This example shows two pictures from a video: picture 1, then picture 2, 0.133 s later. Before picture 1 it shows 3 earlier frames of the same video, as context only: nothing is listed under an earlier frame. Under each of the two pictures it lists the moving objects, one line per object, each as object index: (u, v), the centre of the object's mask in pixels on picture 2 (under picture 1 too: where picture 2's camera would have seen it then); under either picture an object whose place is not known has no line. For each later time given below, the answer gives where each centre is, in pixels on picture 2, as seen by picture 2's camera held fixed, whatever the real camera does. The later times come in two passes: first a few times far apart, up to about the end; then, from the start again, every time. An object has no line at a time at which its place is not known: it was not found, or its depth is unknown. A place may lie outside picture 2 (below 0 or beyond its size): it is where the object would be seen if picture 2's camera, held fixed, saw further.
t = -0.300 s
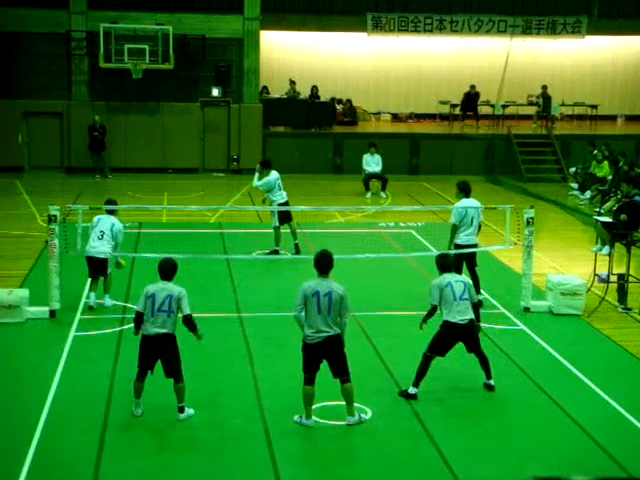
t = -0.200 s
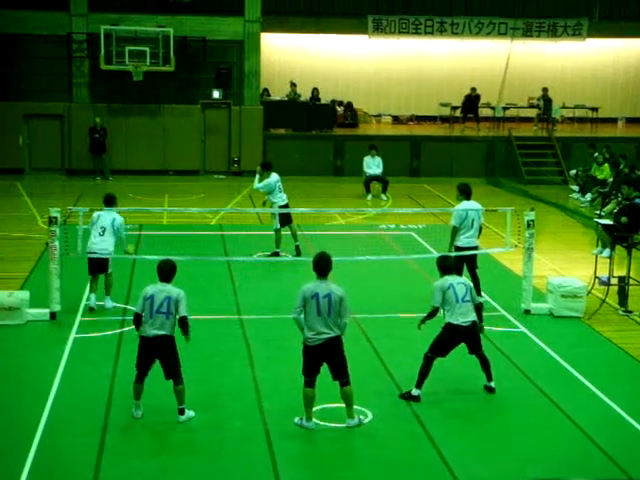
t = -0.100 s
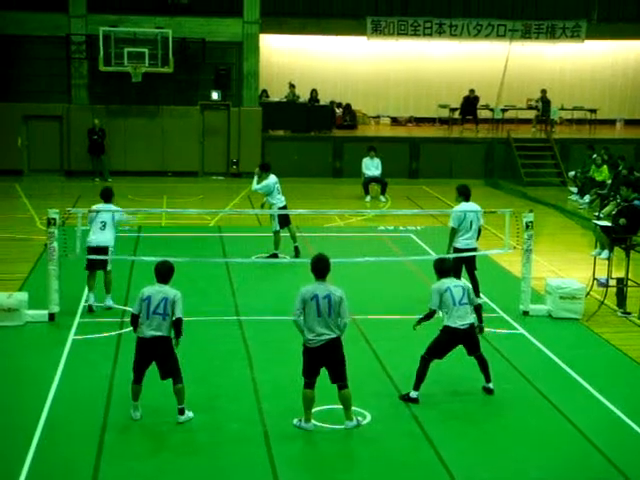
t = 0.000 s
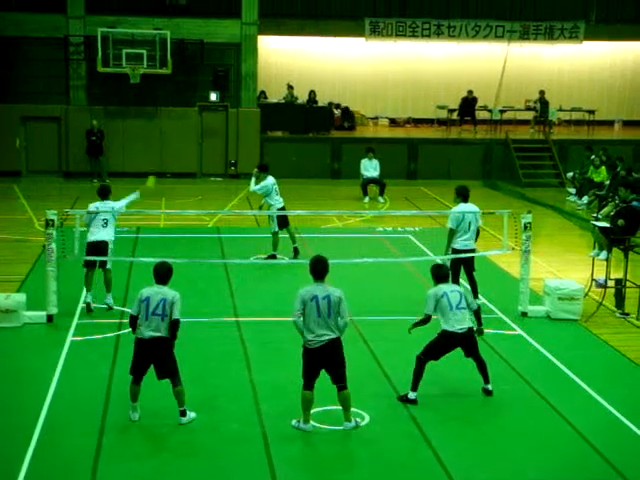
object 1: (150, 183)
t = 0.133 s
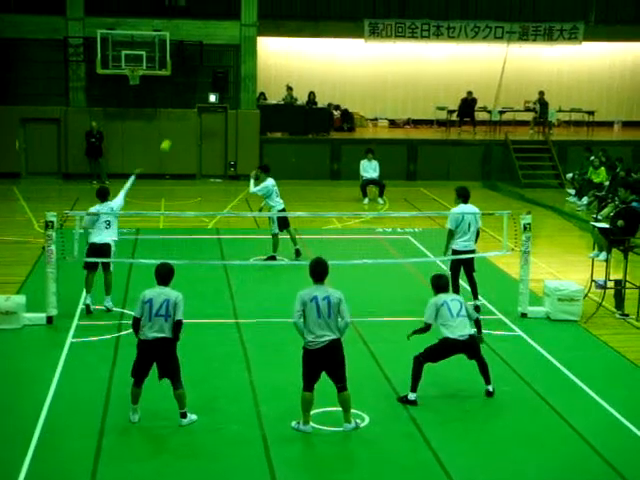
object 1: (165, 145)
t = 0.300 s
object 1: (184, 115)
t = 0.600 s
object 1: (214, 106)
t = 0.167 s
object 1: (169, 137)
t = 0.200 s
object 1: (173, 130)
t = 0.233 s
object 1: (176, 124)
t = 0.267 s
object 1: (180, 119)
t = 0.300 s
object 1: (184, 115)
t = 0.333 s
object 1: (187, 111)
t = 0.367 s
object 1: (191, 107)
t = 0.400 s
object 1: (194, 106)
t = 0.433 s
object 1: (197, 104)
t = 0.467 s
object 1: (201, 104)
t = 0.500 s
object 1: (204, 103)
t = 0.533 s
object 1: (207, 103)
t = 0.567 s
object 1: (211, 105)
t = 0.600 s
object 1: (214, 106)
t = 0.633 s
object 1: (218, 109)
